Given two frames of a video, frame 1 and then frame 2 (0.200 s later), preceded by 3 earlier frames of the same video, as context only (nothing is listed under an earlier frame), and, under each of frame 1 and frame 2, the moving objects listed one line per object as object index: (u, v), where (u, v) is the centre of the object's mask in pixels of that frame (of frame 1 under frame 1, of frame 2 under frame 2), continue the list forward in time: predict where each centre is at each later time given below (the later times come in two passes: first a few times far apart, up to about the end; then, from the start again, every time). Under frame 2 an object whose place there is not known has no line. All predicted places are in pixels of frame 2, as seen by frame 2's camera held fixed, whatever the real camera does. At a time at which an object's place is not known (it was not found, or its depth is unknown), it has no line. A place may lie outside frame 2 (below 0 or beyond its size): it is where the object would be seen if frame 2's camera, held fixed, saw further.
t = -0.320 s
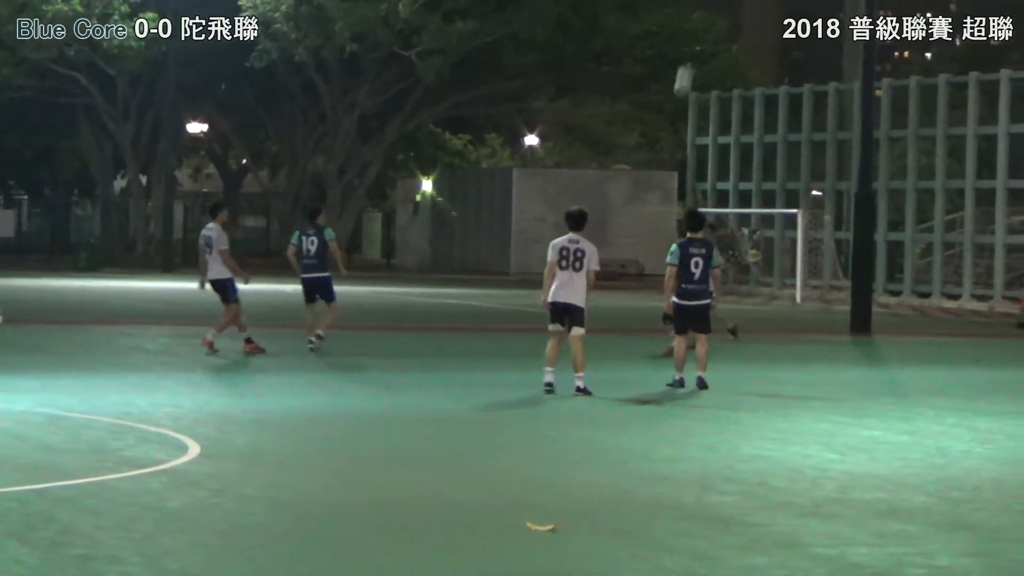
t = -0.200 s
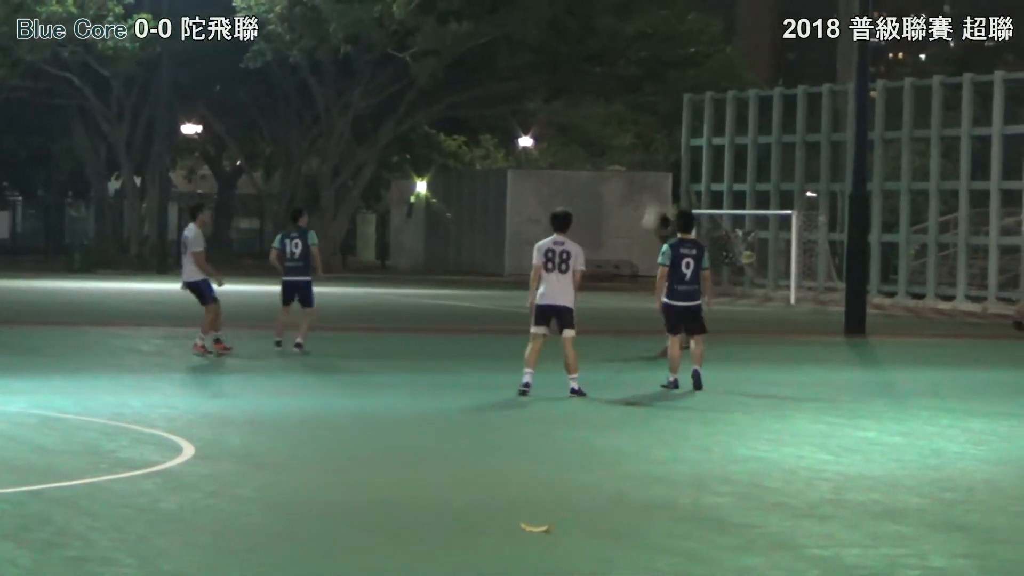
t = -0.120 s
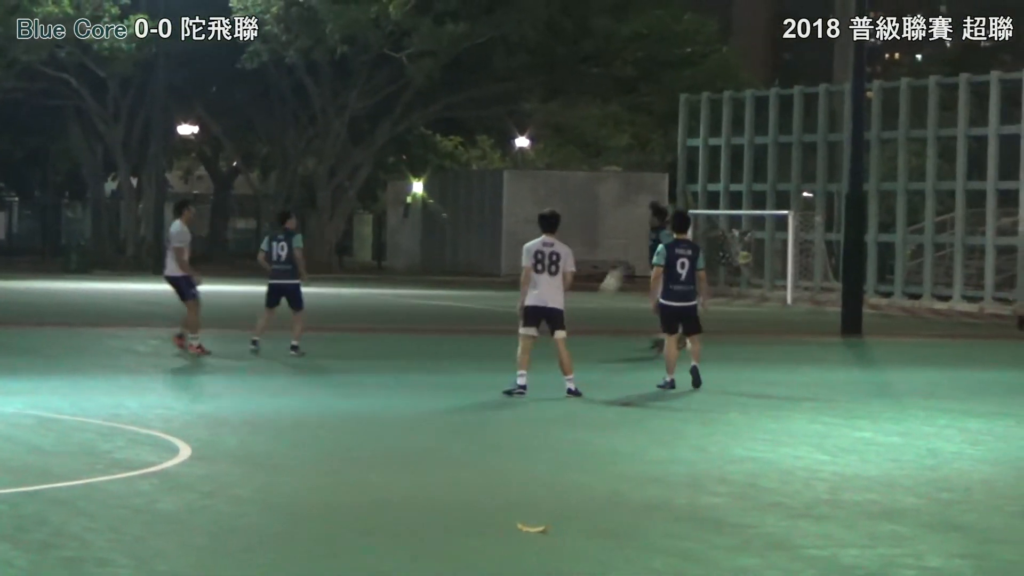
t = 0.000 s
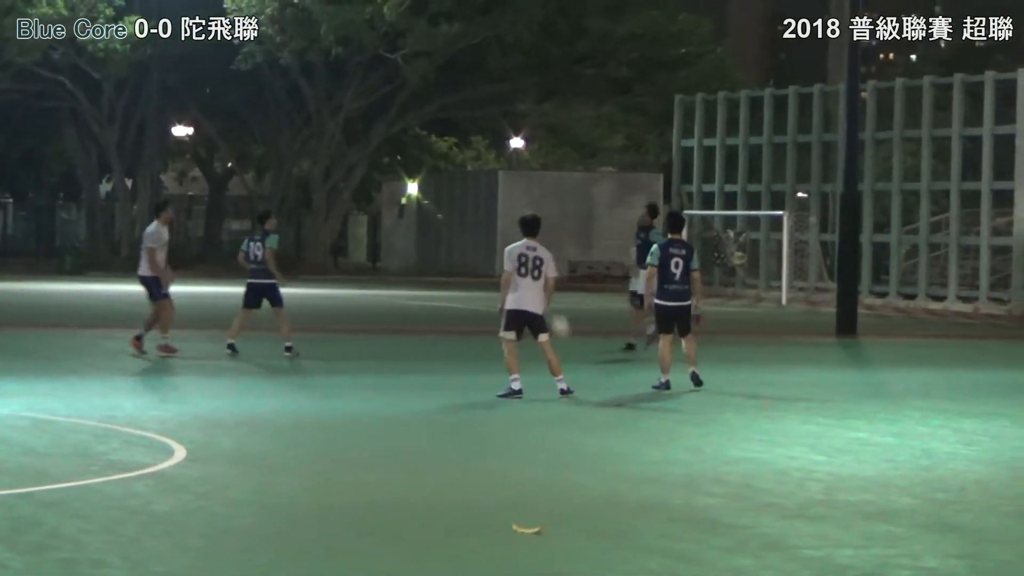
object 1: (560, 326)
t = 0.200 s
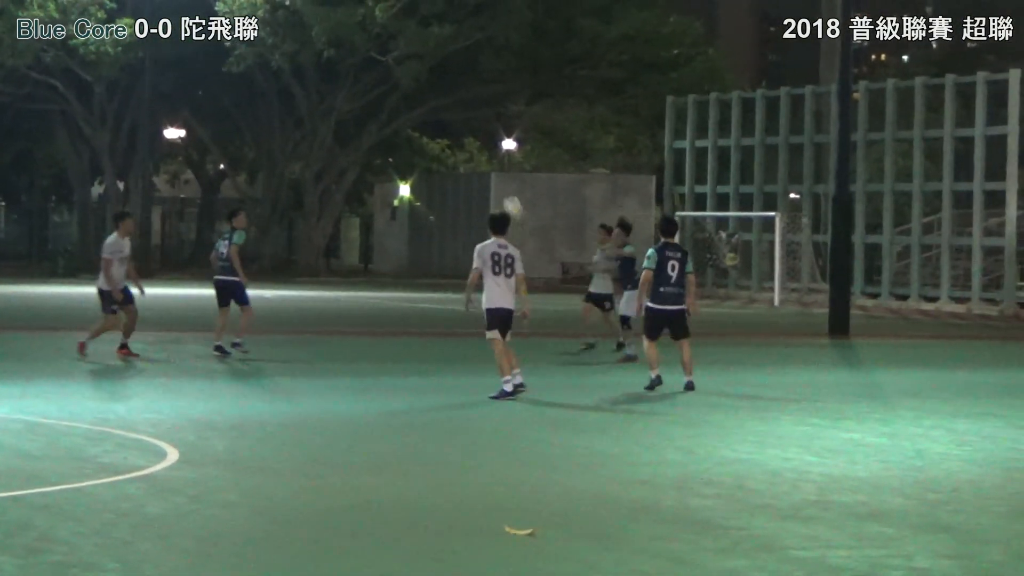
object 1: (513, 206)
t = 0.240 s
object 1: (504, 186)
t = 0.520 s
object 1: (444, 83)
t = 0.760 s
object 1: (390, 48)
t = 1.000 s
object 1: (334, 69)
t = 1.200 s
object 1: (285, 134)
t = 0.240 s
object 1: (504, 186)
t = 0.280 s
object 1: (496, 168)
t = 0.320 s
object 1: (487, 151)
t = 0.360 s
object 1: (478, 134)
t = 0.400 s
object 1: (470, 119)
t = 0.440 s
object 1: (462, 106)
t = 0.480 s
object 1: (453, 93)
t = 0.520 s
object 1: (444, 83)
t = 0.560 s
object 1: (436, 73)
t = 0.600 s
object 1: (426, 65)
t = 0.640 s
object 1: (418, 58)
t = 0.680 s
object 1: (409, 53)
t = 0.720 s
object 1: (399, 49)
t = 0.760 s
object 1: (390, 48)
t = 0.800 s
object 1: (381, 47)
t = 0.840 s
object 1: (372, 48)
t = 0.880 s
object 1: (363, 51)
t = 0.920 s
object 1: (353, 56)
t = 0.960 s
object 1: (344, 61)
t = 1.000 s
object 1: (334, 69)
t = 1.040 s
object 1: (325, 79)
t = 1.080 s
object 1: (315, 90)
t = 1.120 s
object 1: (305, 103)
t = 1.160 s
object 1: (295, 117)
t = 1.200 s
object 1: (285, 134)
